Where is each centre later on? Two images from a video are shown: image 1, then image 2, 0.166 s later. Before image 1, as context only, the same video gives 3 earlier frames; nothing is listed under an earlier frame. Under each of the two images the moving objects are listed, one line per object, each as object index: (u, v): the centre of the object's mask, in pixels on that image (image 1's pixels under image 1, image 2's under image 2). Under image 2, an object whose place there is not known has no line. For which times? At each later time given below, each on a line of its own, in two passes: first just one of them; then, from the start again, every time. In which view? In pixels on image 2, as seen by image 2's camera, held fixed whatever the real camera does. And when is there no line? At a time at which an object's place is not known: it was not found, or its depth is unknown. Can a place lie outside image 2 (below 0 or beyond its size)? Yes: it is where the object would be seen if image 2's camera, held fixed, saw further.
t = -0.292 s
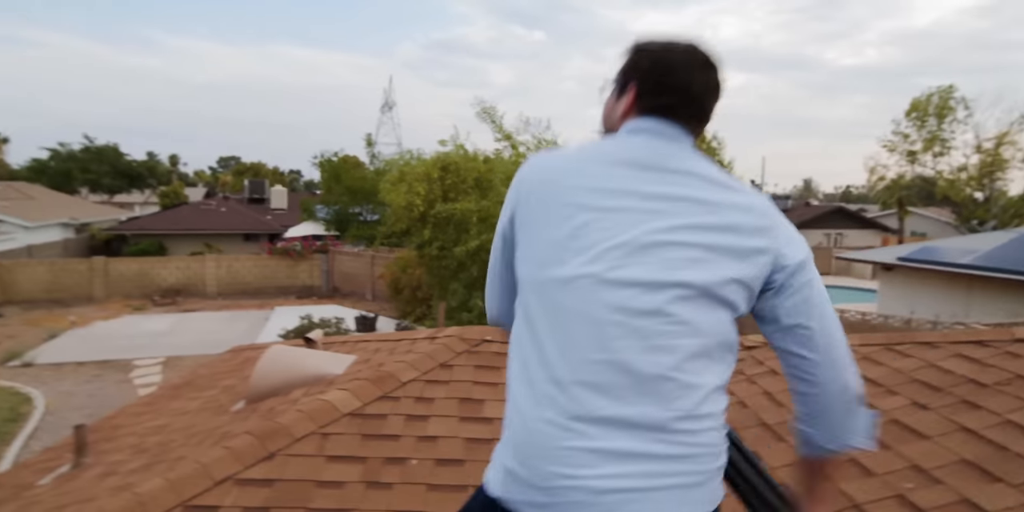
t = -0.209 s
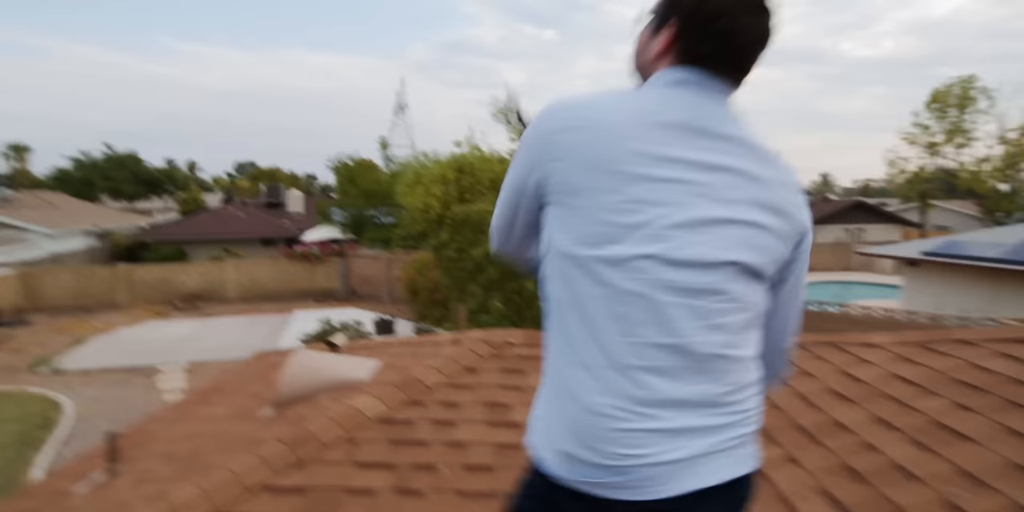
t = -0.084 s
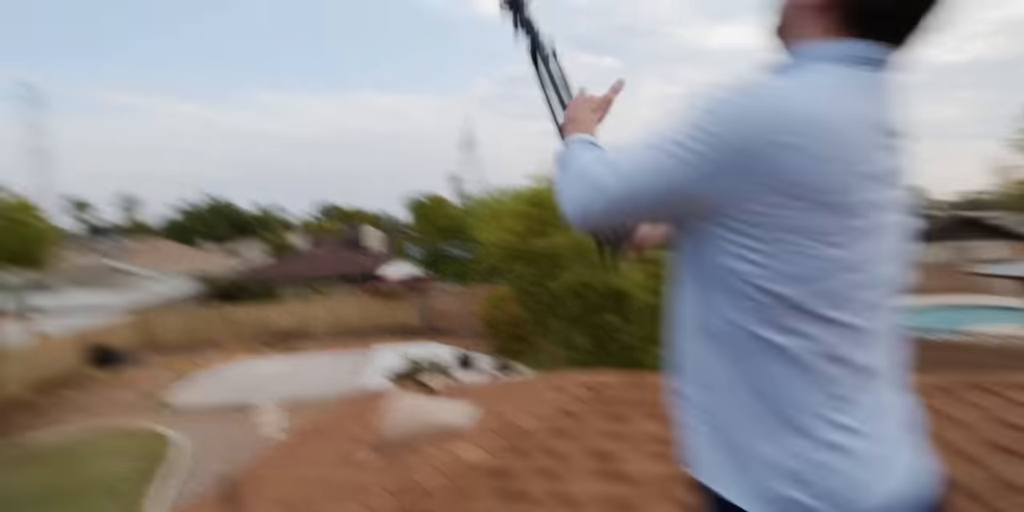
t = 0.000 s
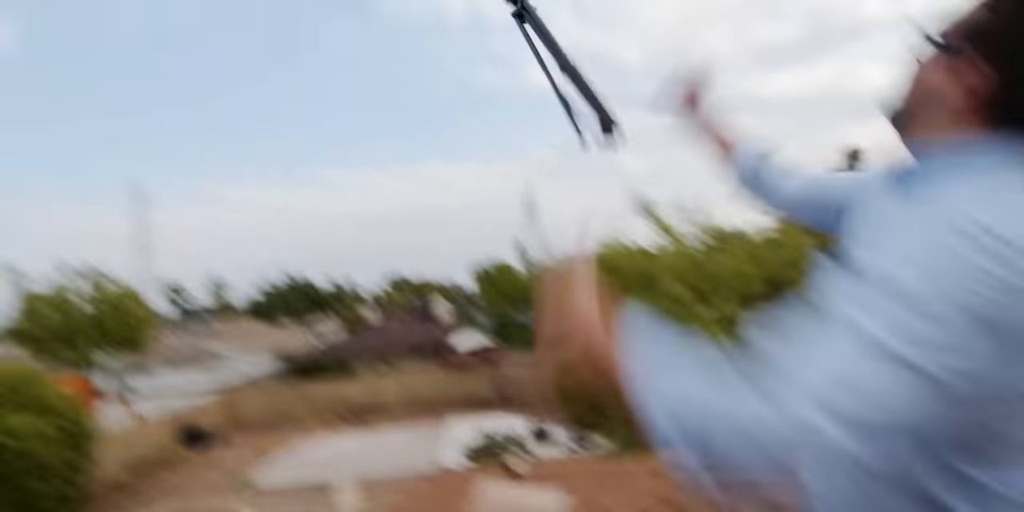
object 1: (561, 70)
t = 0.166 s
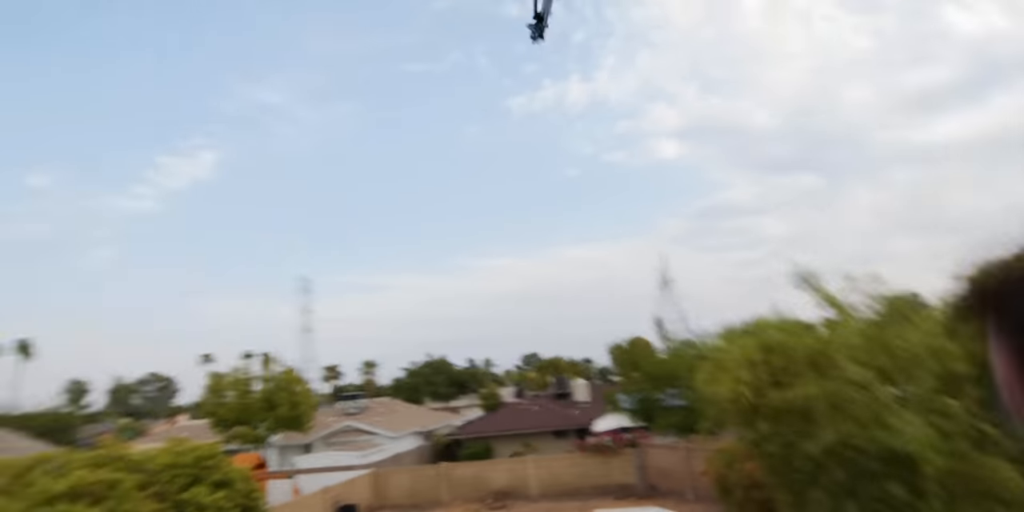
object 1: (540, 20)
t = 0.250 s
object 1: (500, 18)
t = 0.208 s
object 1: (519, 20)
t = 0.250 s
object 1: (500, 18)
